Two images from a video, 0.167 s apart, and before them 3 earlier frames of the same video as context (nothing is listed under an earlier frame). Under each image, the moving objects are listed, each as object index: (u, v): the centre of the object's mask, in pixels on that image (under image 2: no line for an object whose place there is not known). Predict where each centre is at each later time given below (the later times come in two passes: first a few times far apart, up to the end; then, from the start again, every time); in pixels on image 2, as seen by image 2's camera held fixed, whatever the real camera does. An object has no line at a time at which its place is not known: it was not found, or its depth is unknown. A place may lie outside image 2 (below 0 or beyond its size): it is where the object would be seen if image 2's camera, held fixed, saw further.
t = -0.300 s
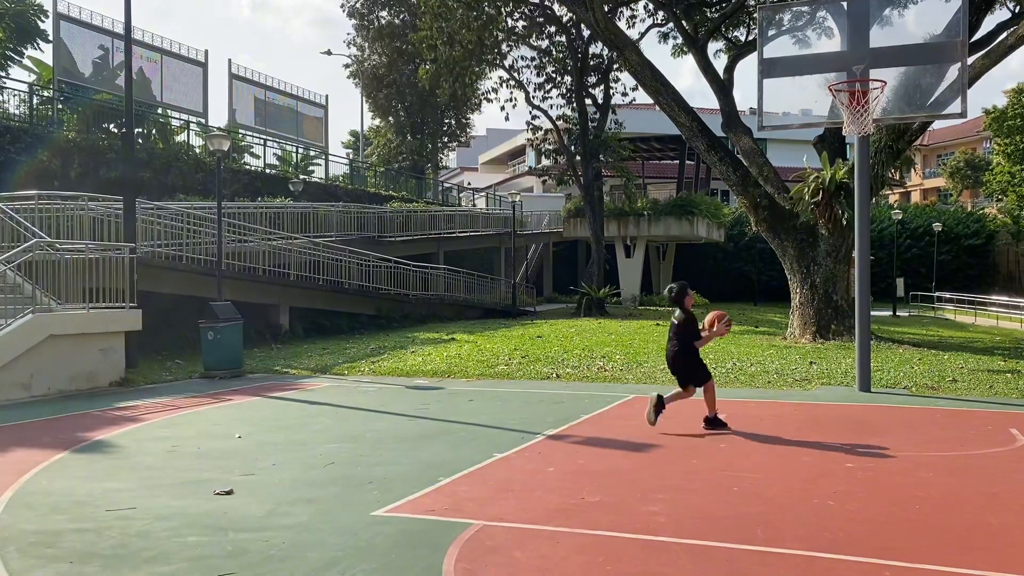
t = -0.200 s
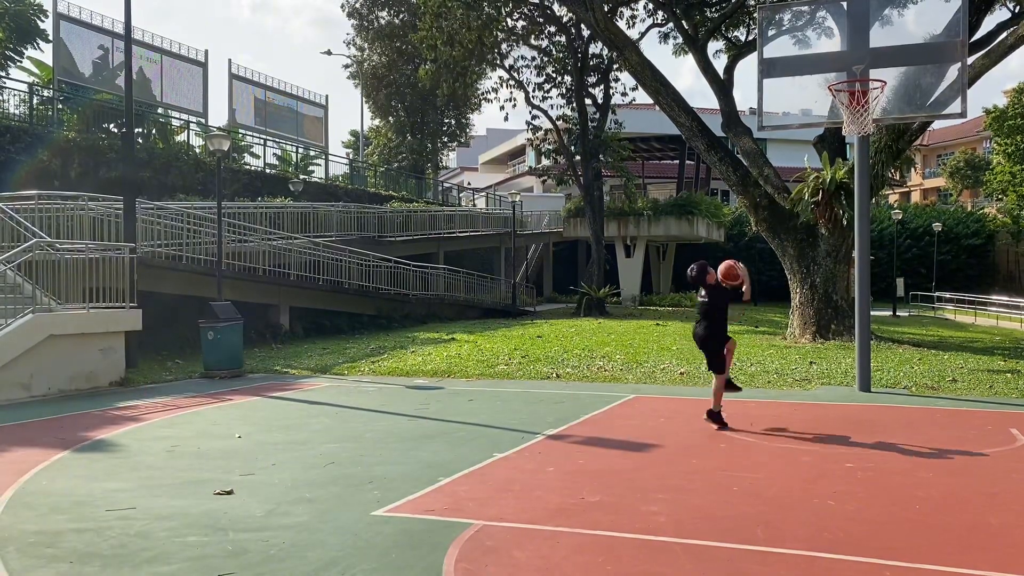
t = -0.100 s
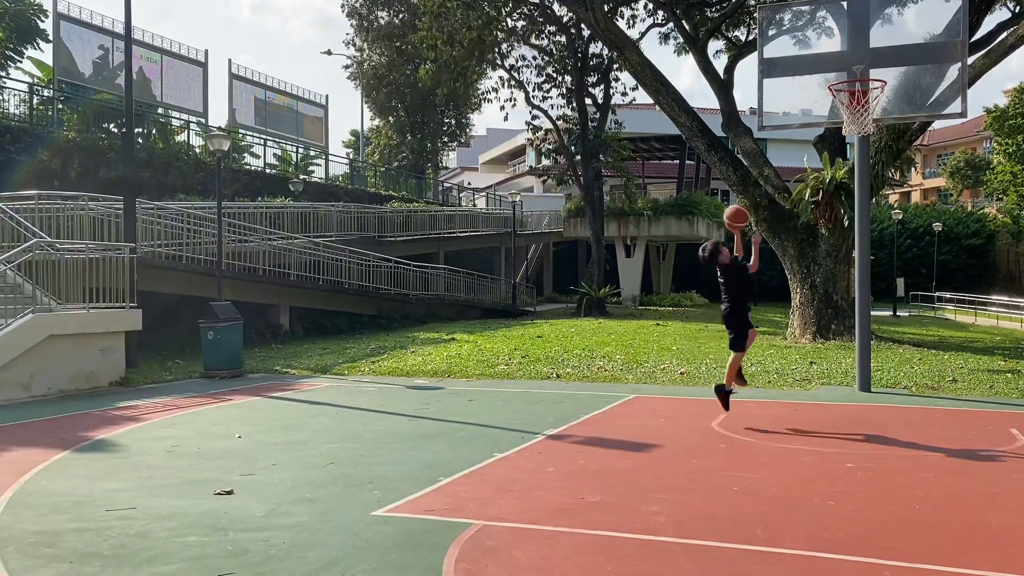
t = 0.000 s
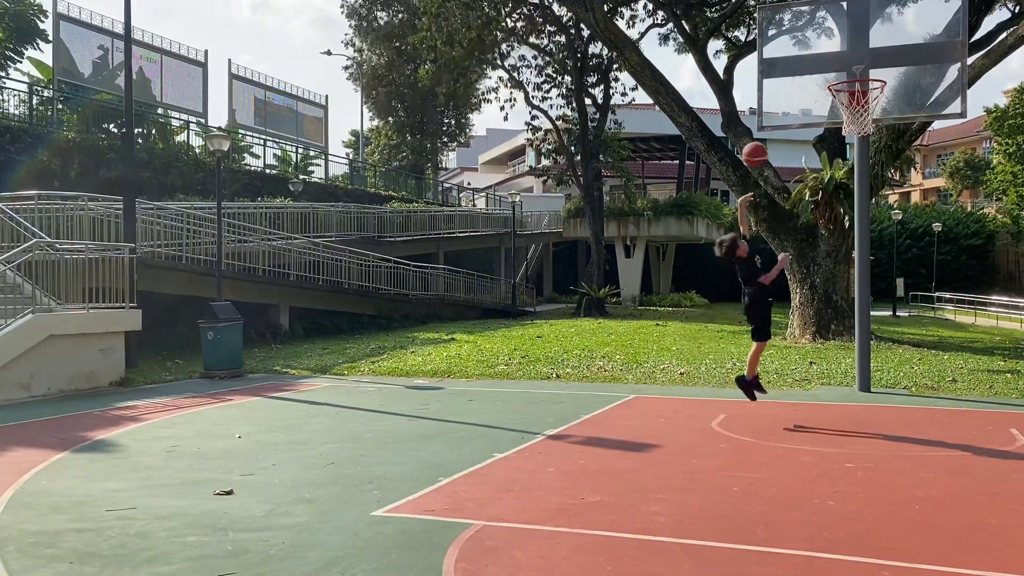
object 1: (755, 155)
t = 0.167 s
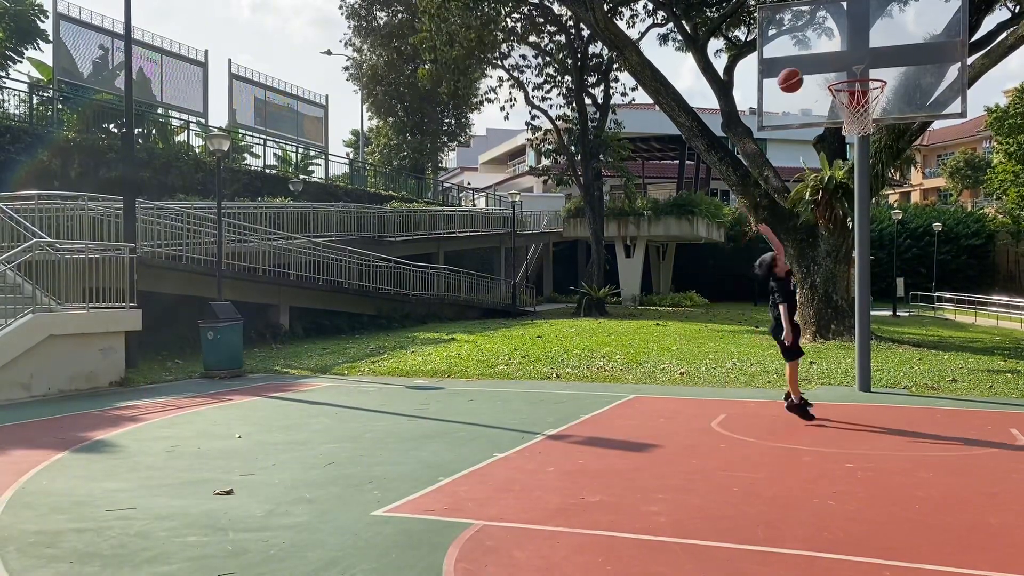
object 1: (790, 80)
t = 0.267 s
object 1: (810, 59)
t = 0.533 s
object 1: (833, 71)
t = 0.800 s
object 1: (872, 71)
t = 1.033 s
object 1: (855, 90)
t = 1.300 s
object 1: (857, 127)
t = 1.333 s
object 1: (859, 132)
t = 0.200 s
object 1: (796, 72)
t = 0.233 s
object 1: (801, 66)
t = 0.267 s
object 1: (810, 59)
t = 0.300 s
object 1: (812, 56)
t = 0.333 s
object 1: (815, 54)
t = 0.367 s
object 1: (818, 53)
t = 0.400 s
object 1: (821, 53)
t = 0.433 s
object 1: (823, 55)
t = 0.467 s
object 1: (827, 60)
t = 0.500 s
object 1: (830, 65)
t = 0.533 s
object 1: (833, 71)
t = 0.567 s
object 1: (839, 68)
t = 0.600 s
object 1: (843, 65)
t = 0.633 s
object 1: (850, 63)
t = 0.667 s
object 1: (854, 62)
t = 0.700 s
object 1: (859, 63)
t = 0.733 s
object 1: (866, 67)
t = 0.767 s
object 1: (871, 70)
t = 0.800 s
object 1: (872, 71)
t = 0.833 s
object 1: (868, 69)
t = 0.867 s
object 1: (866, 69)
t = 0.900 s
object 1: (863, 70)
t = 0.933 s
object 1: (860, 72)
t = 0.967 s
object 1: (858, 77)
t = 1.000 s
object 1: (851, 84)
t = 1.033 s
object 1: (855, 90)
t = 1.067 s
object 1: (849, 92)
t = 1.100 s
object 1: (849, 97)
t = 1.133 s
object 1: (852, 107)
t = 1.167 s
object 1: (850, 112)
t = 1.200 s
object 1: (852, 114)
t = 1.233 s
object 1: (856, 118)
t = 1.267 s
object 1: (856, 122)
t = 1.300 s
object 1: (857, 127)
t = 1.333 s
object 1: (859, 132)
